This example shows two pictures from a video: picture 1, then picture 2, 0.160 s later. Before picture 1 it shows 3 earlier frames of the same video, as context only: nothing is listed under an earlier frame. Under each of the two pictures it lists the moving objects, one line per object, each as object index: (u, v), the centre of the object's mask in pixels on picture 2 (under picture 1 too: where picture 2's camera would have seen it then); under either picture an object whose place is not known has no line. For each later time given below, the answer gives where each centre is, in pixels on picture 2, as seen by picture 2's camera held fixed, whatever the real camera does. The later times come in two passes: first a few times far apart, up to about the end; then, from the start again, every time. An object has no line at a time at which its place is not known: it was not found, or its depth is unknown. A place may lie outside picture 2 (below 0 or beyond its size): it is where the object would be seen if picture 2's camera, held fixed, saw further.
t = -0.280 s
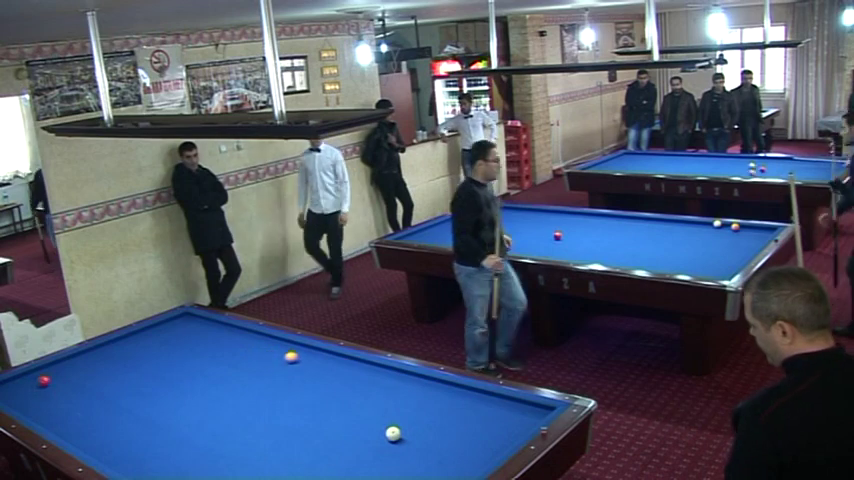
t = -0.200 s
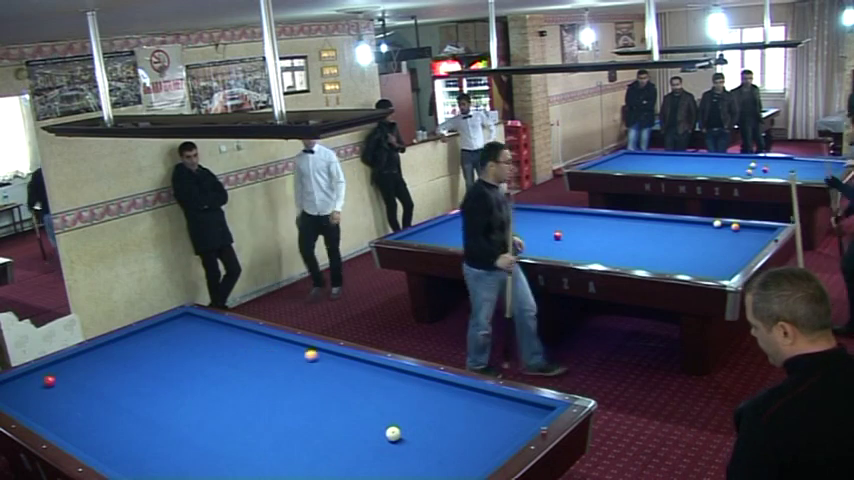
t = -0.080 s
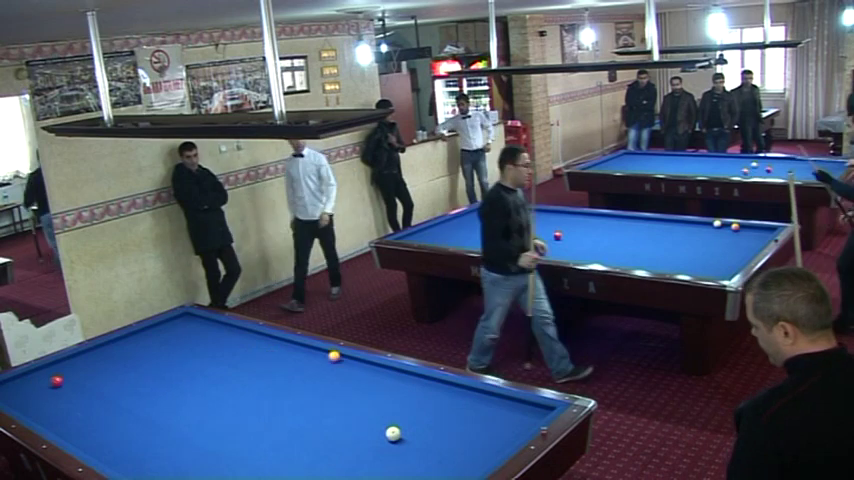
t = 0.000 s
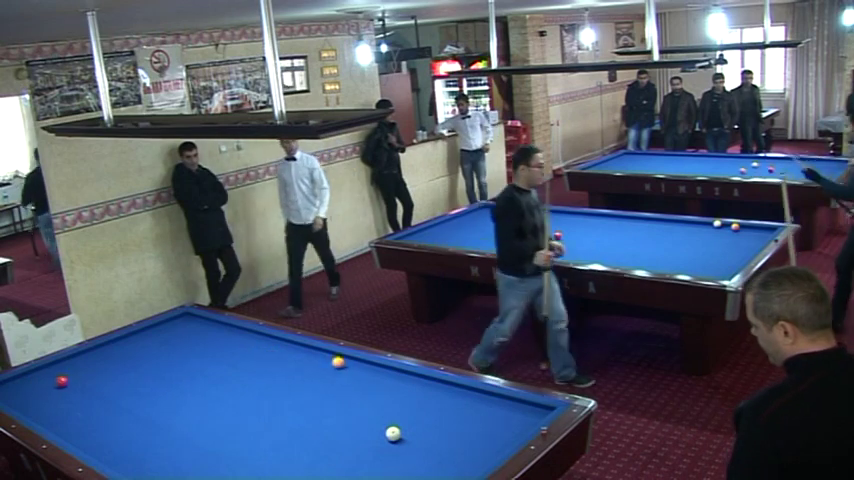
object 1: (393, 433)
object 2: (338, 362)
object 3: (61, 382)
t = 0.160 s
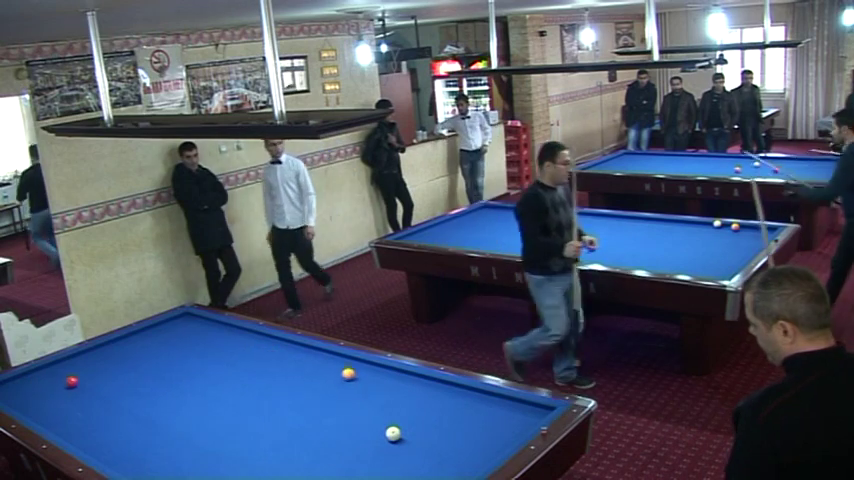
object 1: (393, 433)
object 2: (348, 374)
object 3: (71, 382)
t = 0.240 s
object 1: (393, 433)
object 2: (354, 380)
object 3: (76, 382)
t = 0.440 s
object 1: (393, 433)
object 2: (369, 396)
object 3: (88, 382)
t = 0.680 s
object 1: (393, 433)
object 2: (388, 418)
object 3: (103, 383)
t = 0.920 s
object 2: (415, 430)
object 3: (118, 383)
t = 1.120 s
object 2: (438, 436)
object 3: (130, 384)
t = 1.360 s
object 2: (468, 443)
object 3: (144, 384)
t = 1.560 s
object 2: (492, 449)
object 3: (156, 384)
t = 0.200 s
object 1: (393, 433)
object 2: (351, 377)
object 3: (74, 382)
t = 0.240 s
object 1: (393, 433)
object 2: (354, 380)
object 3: (76, 382)
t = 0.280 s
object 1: (393, 433)
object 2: (357, 383)
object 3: (78, 382)
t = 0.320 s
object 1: (393, 433)
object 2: (360, 386)
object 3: (81, 382)
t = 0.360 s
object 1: (393, 433)
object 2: (362, 390)
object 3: (83, 382)
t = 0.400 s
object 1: (393, 433)
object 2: (366, 393)
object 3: (86, 382)
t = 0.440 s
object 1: (393, 433)
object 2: (369, 396)
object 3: (88, 382)
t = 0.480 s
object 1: (393, 433)
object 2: (372, 400)
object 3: (91, 382)
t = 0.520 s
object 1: (393, 433)
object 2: (375, 403)
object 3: (93, 383)
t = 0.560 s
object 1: (393, 433)
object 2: (378, 407)
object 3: (96, 383)
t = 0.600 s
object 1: (393, 433)
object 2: (382, 410)
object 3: (98, 383)
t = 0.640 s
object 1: (393, 433)
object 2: (385, 414)
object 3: (101, 383)
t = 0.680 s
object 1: (393, 433)
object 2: (388, 418)
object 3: (103, 383)
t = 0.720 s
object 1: (393, 433)
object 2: (392, 420)
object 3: (106, 383)
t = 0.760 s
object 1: (393, 433)
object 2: (396, 423)
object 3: (108, 383)
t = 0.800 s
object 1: (392, 436)
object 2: (401, 426)
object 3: (111, 383)
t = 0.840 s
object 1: (391, 440)
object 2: (405, 428)
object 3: (113, 383)
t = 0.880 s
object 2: (410, 429)
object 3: (115, 383)
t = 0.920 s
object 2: (415, 430)
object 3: (118, 383)
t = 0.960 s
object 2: (419, 431)
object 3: (120, 383)
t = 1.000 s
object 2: (424, 432)
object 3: (123, 383)
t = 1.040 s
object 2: (429, 434)
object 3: (125, 383)
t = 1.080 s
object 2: (433, 435)
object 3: (127, 383)
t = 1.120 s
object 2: (438, 436)
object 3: (130, 384)
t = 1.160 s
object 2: (443, 437)
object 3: (132, 384)
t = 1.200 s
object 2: (448, 438)
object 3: (135, 384)
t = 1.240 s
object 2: (453, 439)
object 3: (137, 384)
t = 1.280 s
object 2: (458, 441)
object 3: (139, 384)
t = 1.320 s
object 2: (463, 442)
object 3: (142, 384)
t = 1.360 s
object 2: (468, 443)
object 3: (144, 384)
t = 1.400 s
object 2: (472, 444)
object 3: (147, 384)
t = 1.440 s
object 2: (477, 446)
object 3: (149, 384)
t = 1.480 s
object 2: (482, 447)
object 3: (151, 384)
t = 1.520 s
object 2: (488, 448)
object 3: (154, 384)
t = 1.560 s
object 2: (492, 449)
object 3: (156, 384)
